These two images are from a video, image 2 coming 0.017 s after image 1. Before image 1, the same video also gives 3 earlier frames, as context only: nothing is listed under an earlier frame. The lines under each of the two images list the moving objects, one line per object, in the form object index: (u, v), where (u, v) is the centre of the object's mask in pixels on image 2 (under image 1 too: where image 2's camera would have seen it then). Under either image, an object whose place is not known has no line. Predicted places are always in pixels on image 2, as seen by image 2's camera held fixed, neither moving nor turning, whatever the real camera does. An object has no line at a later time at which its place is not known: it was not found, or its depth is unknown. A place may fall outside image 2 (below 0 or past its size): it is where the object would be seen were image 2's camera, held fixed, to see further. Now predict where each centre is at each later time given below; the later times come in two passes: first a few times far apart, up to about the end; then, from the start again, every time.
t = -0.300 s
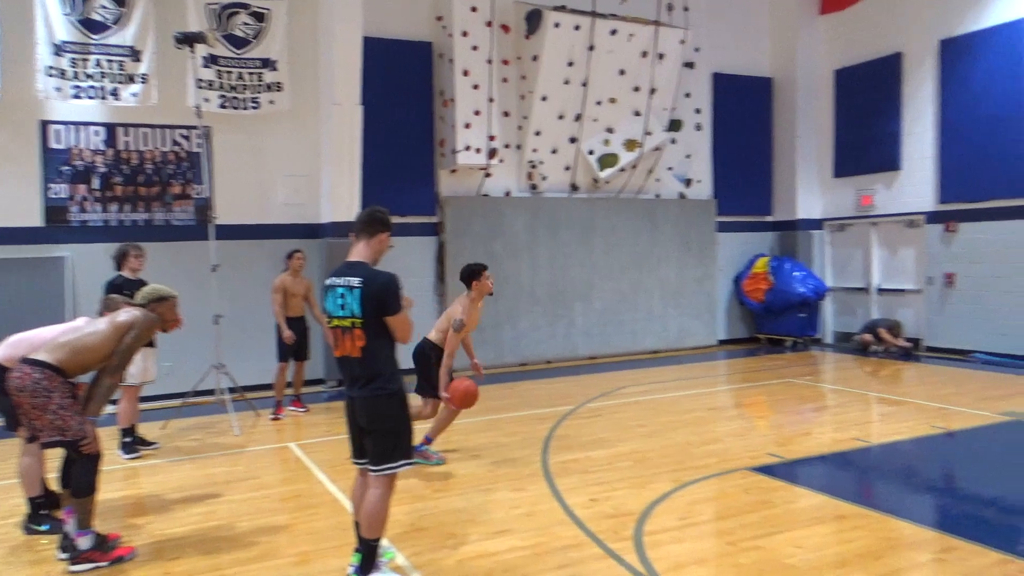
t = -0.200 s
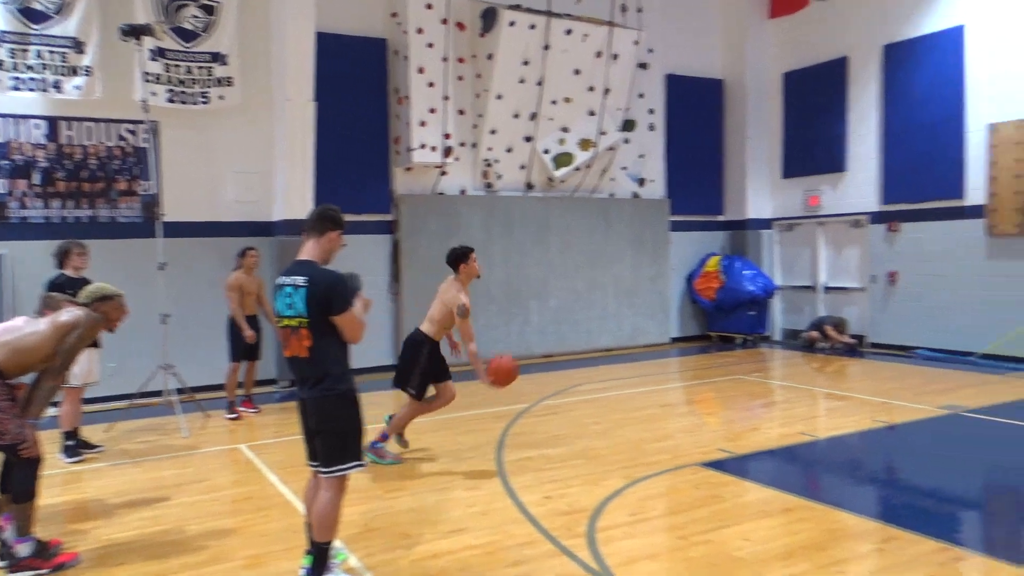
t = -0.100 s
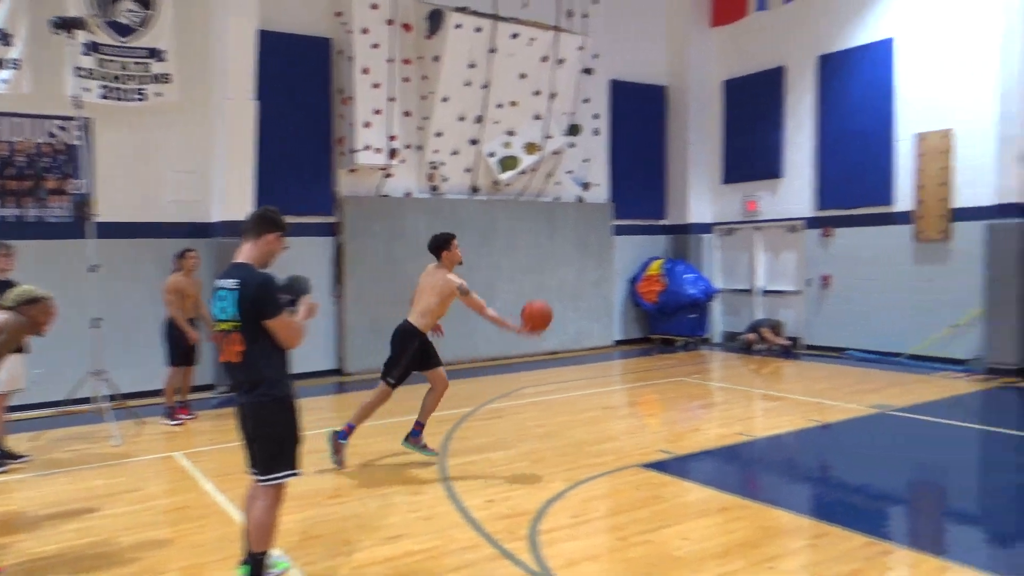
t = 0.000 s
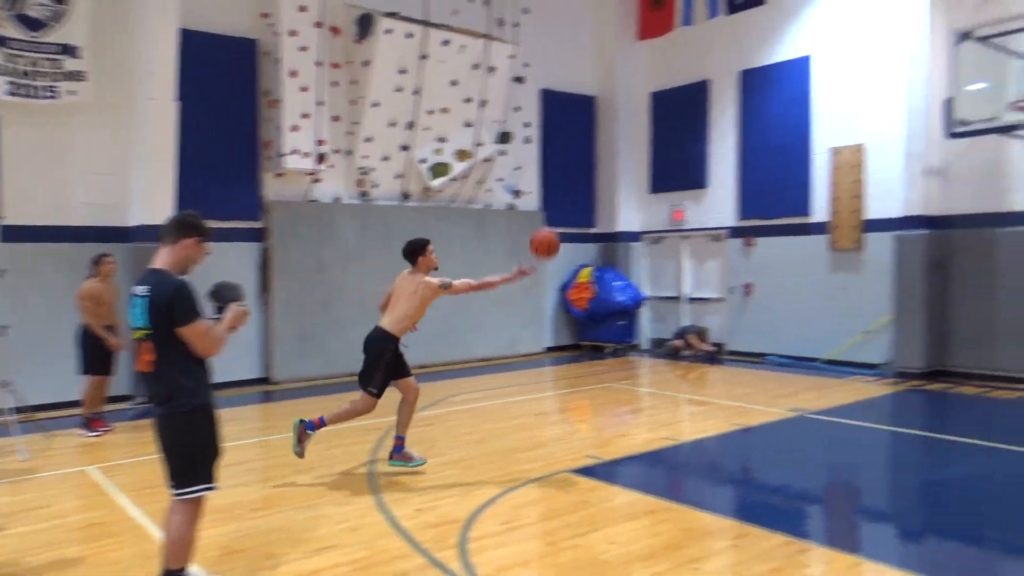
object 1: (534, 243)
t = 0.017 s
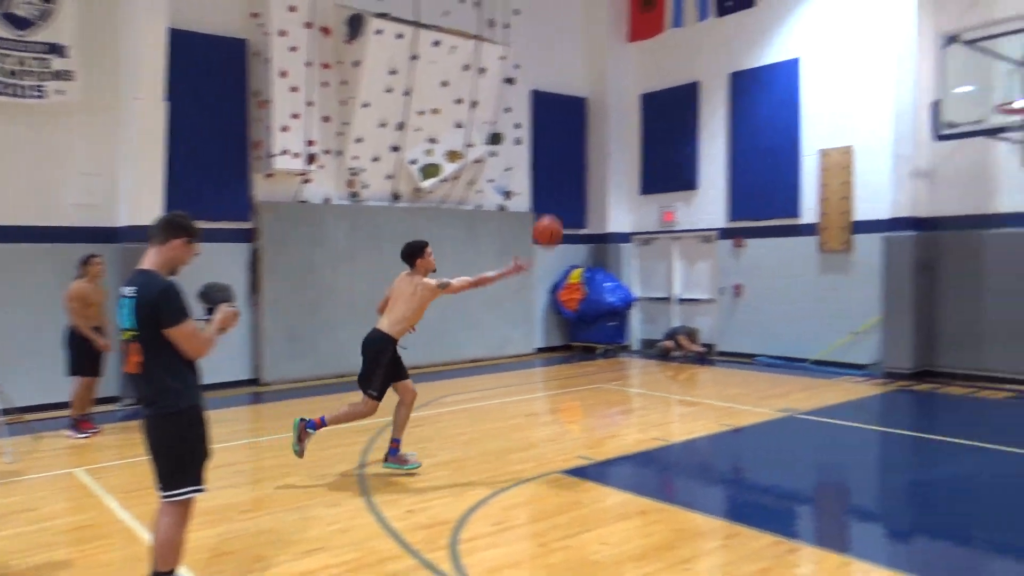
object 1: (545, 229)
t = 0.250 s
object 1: (696, 106)
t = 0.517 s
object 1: (839, 56)
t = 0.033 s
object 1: (556, 217)
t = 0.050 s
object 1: (567, 207)
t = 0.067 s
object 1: (579, 197)
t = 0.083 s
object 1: (590, 186)
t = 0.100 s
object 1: (601, 176)
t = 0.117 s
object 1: (611, 167)
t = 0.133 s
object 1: (622, 158)
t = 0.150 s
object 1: (633, 149)
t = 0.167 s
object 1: (643, 141)
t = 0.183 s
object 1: (654, 133)
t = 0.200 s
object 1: (664, 125)
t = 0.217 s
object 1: (676, 119)
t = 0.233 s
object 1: (686, 112)
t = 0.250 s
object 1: (696, 106)
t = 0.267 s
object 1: (705, 101)
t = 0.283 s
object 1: (716, 95)
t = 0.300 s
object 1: (725, 90)
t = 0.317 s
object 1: (735, 86)
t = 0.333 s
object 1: (744, 81)
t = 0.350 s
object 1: (753, 77)
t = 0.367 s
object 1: (762, 73)
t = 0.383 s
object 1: (771, 70)
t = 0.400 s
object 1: (780, 67)
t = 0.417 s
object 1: (788, 65)
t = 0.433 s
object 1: (795, 63)
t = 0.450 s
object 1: (804, 60)
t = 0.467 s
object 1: (813, 59)
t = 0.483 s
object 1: (823, 57)
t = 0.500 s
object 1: (831, 56)
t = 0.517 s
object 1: (839, 56)
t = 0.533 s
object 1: (847, 55)
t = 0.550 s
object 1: (856, 55)
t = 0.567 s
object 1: (864, 55)
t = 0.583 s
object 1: (872, 56)
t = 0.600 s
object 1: (880, 56)
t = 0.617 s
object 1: (887, 57)
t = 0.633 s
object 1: (895, 59)
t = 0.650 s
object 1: (903, 60)
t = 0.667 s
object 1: (910, 62)
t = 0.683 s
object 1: (917, 64)
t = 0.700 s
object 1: (923, 67)
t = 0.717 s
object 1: (930, 69)
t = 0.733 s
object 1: (937, 73)
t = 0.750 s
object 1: (945, 75)
